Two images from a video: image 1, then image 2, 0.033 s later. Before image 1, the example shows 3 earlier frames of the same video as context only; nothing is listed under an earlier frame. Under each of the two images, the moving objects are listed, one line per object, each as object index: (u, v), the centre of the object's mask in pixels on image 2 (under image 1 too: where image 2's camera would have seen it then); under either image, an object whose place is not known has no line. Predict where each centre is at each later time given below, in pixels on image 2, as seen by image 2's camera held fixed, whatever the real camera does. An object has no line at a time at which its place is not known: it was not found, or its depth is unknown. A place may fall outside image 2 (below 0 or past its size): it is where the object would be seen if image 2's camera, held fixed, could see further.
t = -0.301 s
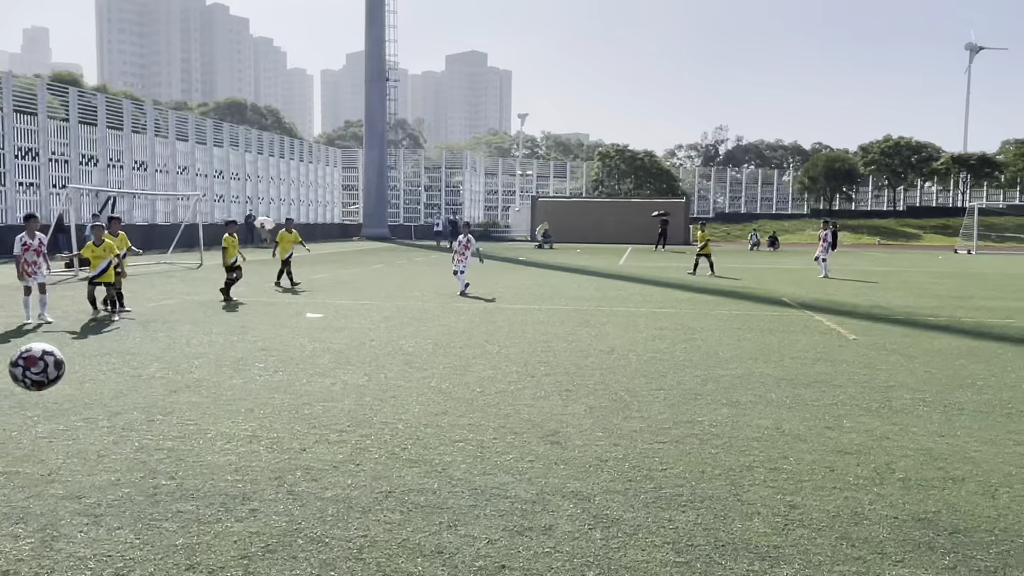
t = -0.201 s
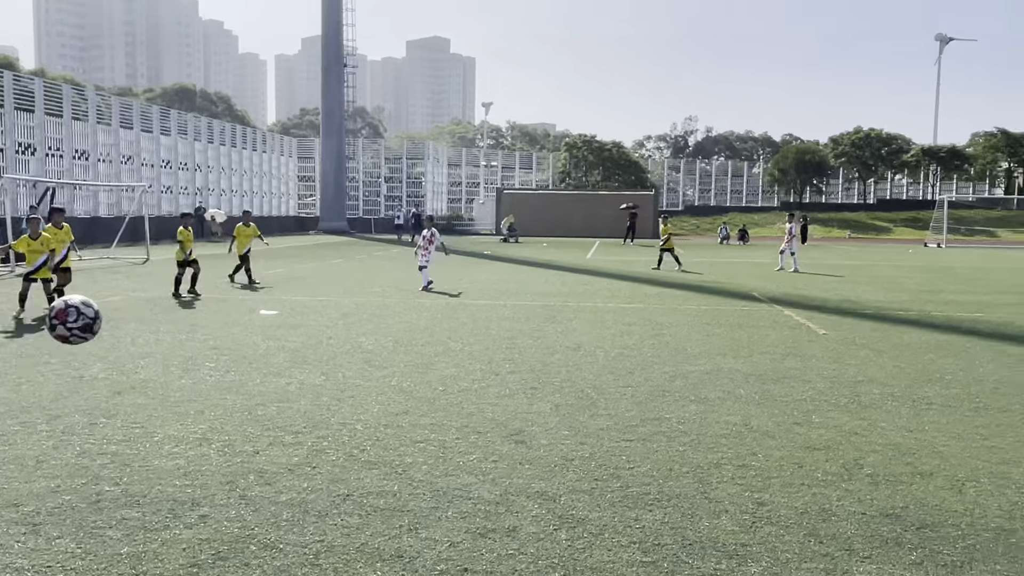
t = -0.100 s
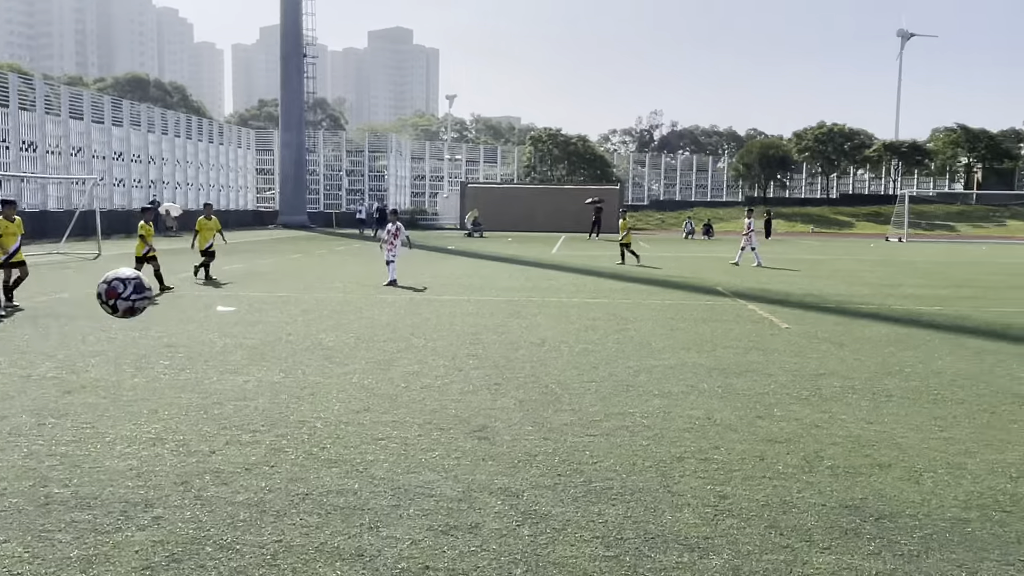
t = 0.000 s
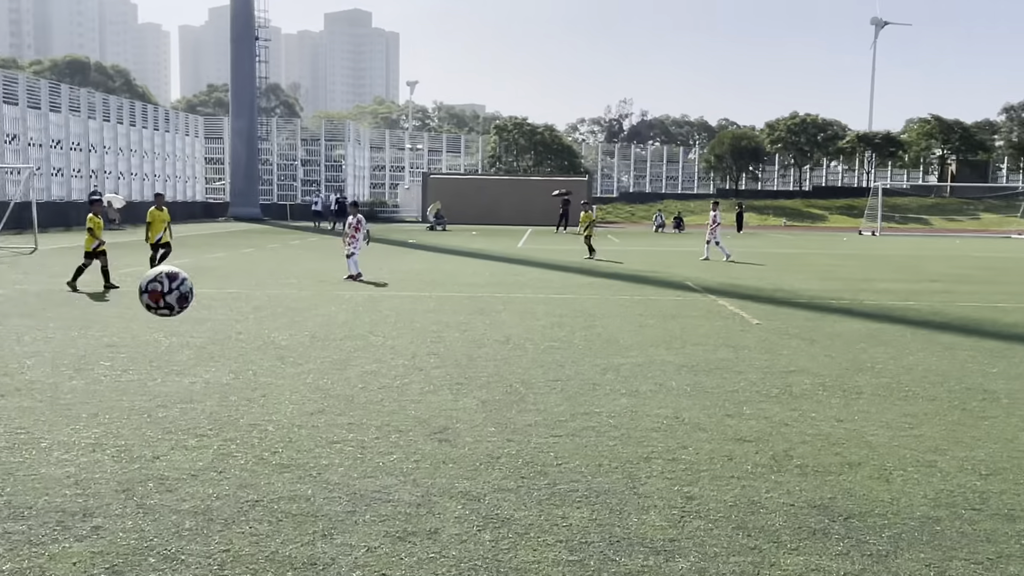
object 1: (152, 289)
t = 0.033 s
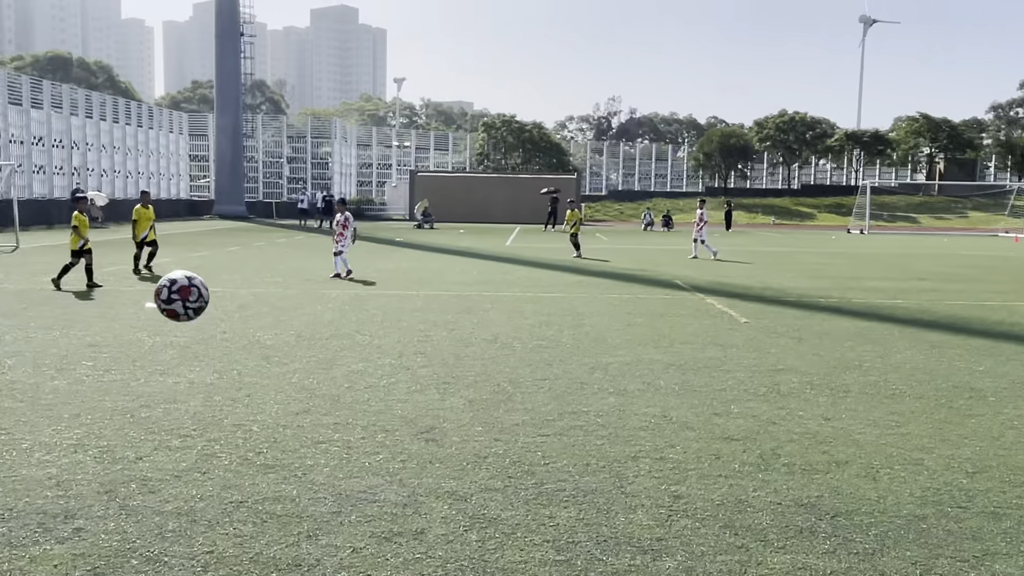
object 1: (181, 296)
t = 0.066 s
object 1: (211, 305)
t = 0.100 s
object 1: (239, 317)
